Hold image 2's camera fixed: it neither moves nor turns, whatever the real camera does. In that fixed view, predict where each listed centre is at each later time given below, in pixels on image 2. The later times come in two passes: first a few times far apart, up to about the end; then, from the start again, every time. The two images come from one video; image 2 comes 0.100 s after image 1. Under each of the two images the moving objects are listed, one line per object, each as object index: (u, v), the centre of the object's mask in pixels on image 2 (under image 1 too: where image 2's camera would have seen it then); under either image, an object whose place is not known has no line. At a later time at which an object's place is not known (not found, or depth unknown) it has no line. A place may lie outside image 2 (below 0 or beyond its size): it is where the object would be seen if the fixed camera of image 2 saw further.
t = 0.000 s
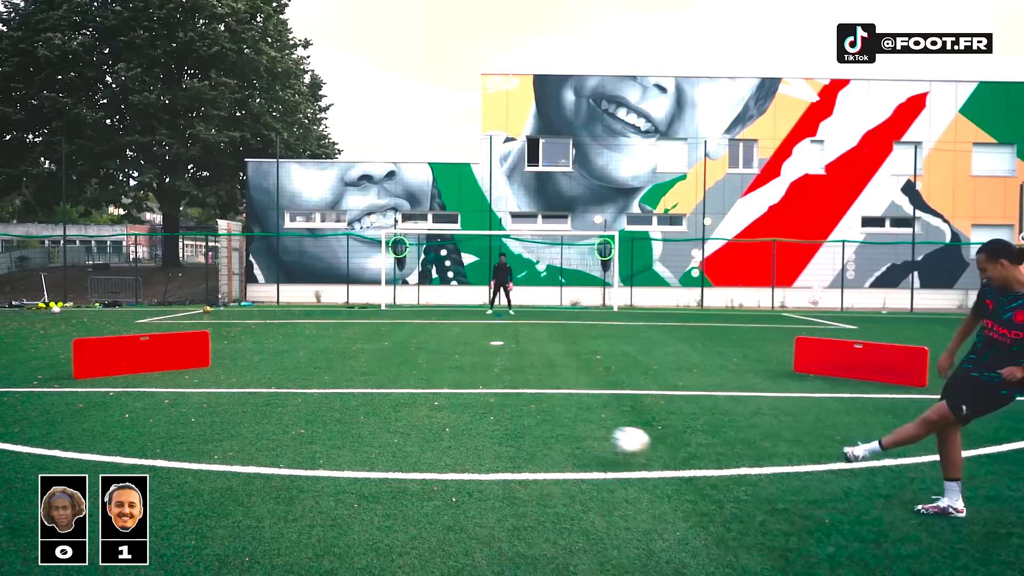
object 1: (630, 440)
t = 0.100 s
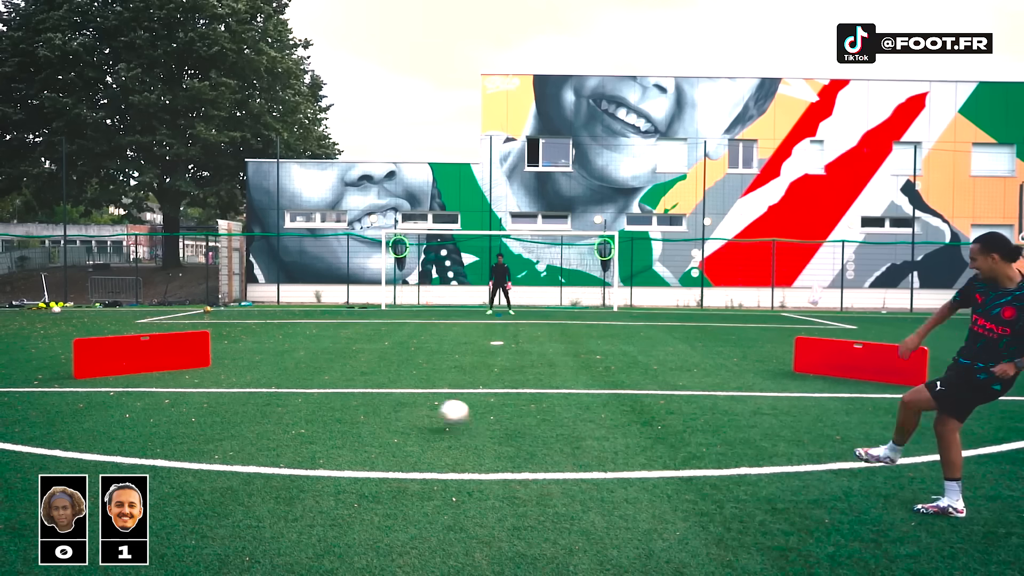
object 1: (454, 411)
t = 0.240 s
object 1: (299, 386)
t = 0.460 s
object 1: (166, 360)
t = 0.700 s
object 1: (254, 381)
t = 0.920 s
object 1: (347, 398)
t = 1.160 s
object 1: (464, 425)
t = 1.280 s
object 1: (532, 447)
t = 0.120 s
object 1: (426, 408)
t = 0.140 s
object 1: (400, 405)
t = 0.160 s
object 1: (376, 403)
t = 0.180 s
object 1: (354, 400)
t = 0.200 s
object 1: (335, 396)
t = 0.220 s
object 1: (317, 391)
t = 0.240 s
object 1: (299, 386)
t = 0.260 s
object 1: (283, 383)
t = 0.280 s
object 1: (268, 380)
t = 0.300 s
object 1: (254, 378)
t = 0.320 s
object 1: (240, 376)
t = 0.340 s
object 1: (226, 375)
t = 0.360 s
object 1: (214, 374)
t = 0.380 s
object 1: (203, 370)
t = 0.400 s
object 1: (193, 367)
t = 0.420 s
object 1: (183, 364)
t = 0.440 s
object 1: (173, 362)
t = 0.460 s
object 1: (166, 360)
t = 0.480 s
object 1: (172, 360)
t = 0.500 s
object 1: (179, 360)
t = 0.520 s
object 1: (186, 360)
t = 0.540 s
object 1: (193, 361)
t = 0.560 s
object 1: (199, 361)
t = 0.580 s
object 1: (207, 363)
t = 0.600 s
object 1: (214, 365)
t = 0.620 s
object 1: (221, 367)
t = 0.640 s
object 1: (229, 370)
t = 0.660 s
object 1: (237, 373)
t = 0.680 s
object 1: (245, 376)
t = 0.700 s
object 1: (254, 381)
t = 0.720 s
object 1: (263, 385)
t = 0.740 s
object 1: (271, 387)
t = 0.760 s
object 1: (279, 386)
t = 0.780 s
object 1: (286, 385)
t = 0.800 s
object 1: (294, 387)
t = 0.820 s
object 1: (303, 387)
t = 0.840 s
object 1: (311, 388)
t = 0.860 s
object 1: (320, 391)
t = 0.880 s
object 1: (328, 392)
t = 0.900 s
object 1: (337, 395)
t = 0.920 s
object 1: (347, 398)
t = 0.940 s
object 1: (357, 402)
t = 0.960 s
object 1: (367, 407)
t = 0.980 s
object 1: (377, 412)
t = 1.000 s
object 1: (387, 415)
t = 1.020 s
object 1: (396, 414)
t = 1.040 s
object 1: (405, 414)
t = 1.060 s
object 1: (414, 414)
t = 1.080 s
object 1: (423, 415)
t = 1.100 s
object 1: (433, 417)
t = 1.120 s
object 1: (443, 419)
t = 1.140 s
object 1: (454, 422)
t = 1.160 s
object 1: (464, 425)
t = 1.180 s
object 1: (475, 428)
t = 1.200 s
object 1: (487, 433)
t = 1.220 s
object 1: (498, 439)
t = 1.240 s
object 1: (510, 444)
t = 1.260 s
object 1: (521, 447)
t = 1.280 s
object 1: (532, 447)
